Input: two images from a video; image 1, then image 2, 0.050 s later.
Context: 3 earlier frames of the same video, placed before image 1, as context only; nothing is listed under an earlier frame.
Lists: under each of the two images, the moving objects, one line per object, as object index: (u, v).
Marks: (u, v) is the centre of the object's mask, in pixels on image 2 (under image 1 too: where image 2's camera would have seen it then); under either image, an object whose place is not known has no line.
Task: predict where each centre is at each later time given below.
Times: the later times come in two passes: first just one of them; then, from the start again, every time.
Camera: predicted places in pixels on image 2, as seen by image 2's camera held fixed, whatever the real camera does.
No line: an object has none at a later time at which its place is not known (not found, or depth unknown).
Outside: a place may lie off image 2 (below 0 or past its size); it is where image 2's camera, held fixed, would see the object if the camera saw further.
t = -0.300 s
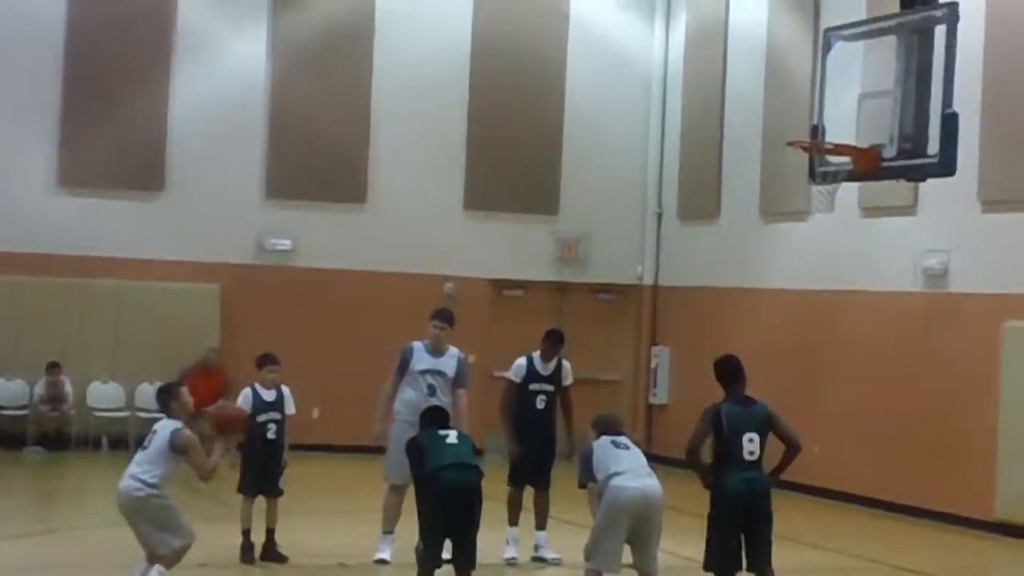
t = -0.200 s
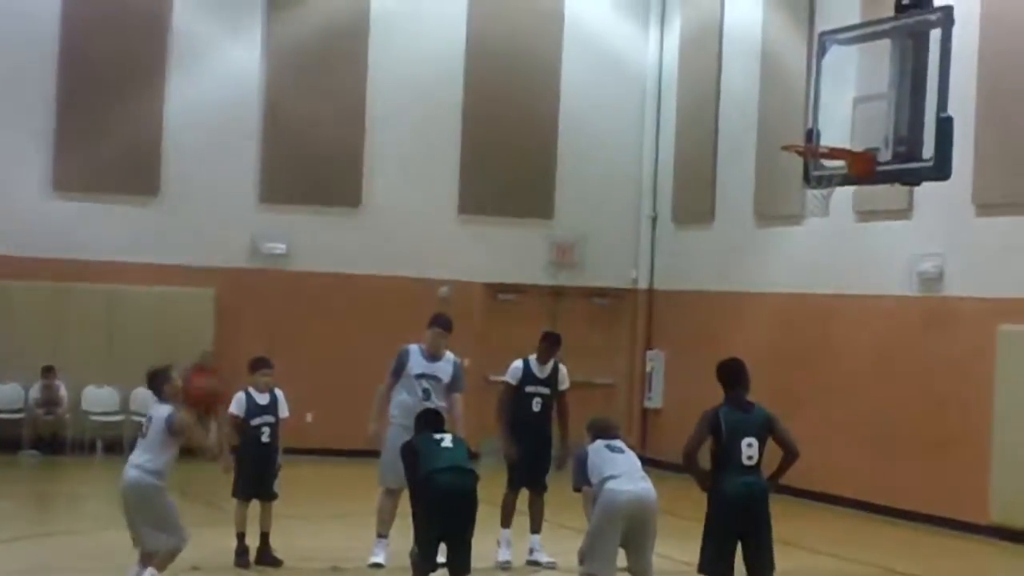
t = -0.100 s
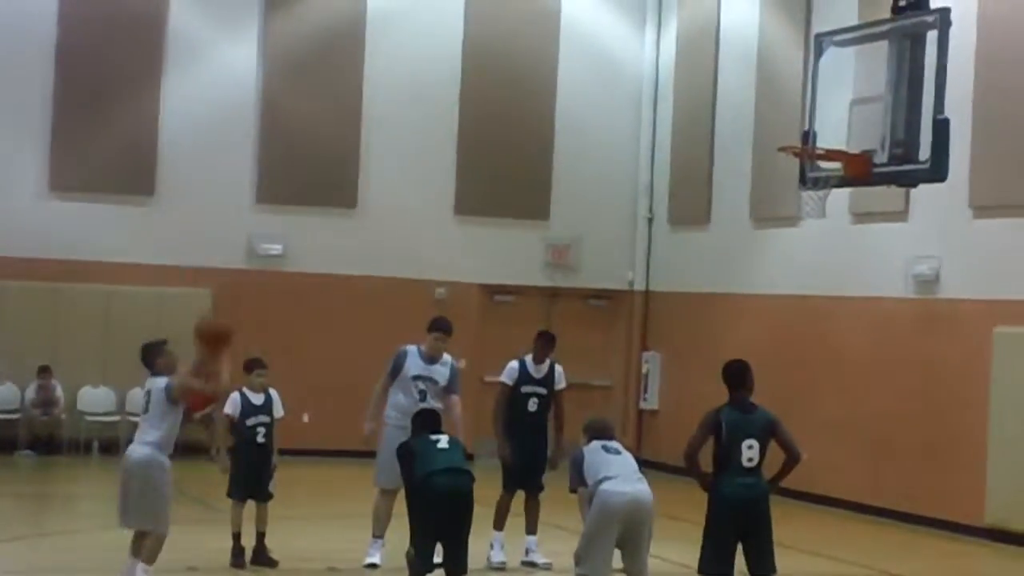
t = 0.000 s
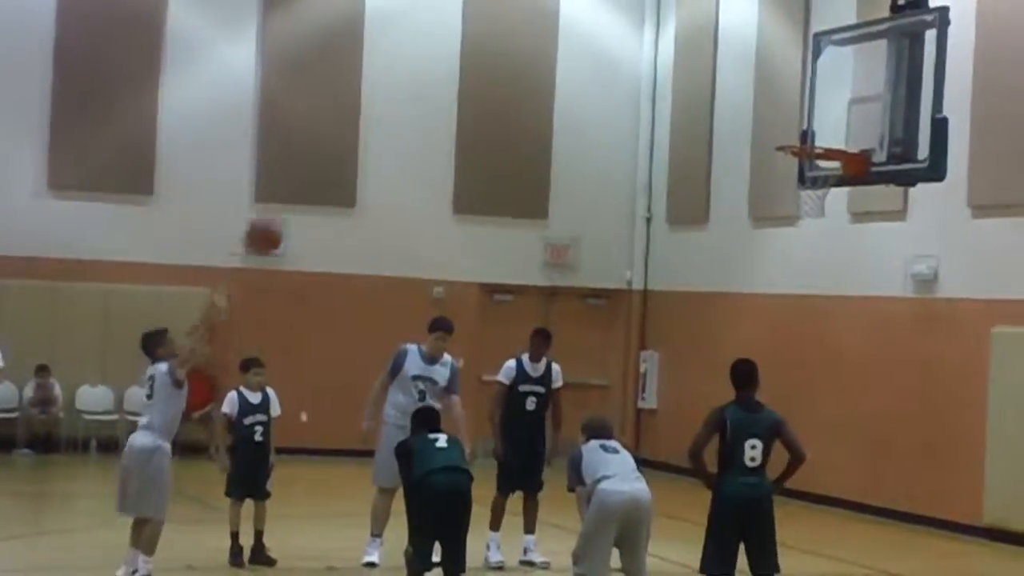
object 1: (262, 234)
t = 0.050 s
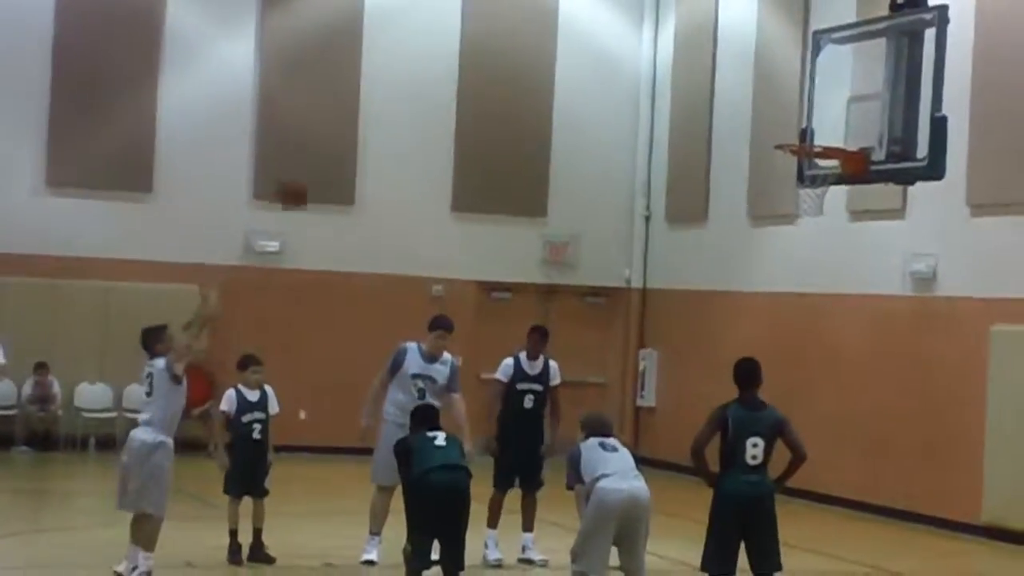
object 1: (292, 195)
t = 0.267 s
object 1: (422, 49)
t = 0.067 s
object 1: (303, 180)
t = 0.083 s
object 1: (313, 167)
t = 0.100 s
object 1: (324, 152)
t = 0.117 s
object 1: (333, 140)
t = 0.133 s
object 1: (344, 126)
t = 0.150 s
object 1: (354, 117)
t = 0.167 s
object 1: (364, 104)
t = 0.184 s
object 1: (374, 94)
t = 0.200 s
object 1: (384, 84)
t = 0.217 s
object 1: (393, 75)
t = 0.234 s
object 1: (403, 66)
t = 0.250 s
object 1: (413, 57)
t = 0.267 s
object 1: (422, 49)
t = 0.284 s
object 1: (432, 41)
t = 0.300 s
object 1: (441, 33)
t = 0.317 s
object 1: (451, 27)
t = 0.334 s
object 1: (461, 23)
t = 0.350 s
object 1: (470, 19)
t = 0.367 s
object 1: (478, 17)
